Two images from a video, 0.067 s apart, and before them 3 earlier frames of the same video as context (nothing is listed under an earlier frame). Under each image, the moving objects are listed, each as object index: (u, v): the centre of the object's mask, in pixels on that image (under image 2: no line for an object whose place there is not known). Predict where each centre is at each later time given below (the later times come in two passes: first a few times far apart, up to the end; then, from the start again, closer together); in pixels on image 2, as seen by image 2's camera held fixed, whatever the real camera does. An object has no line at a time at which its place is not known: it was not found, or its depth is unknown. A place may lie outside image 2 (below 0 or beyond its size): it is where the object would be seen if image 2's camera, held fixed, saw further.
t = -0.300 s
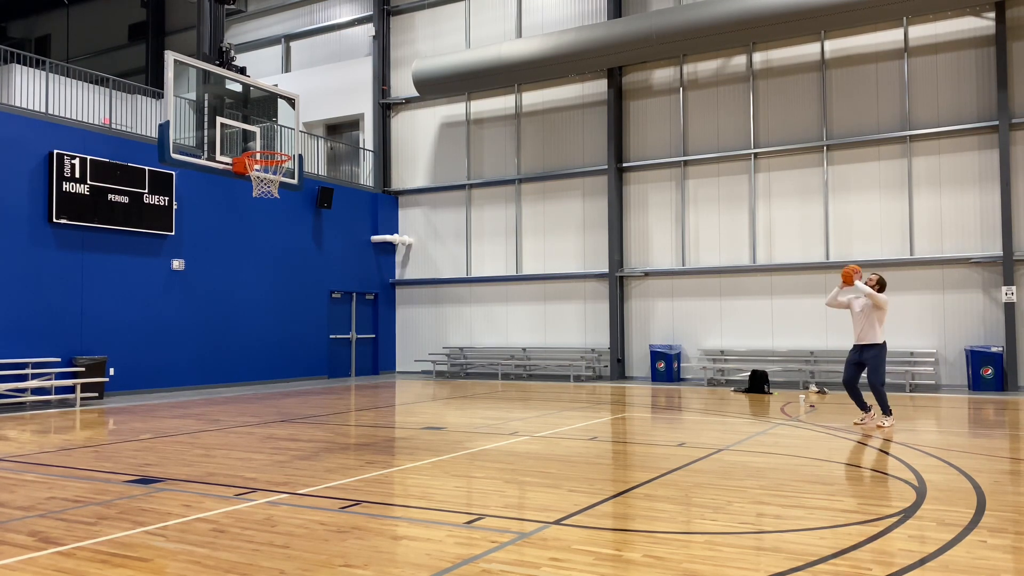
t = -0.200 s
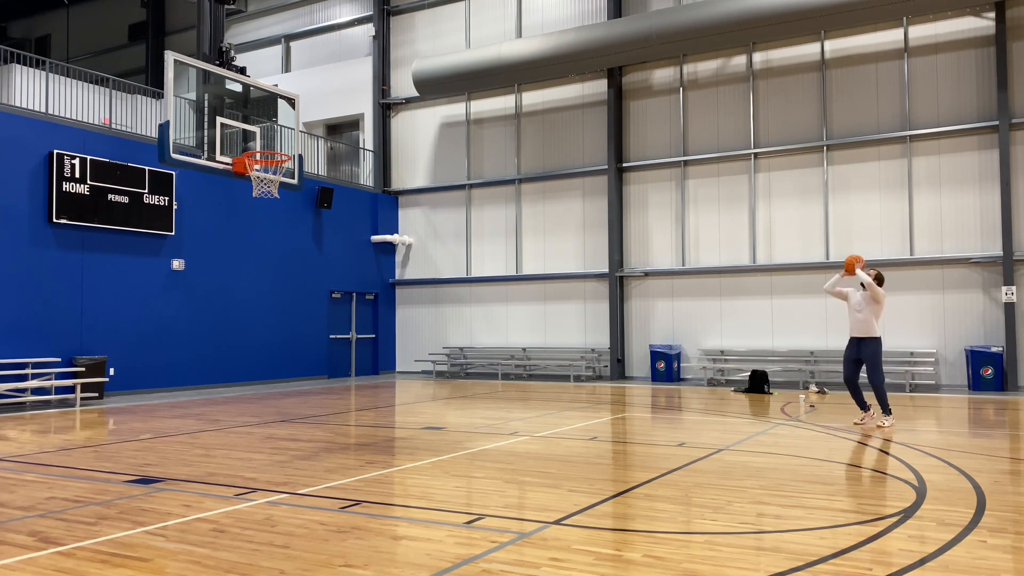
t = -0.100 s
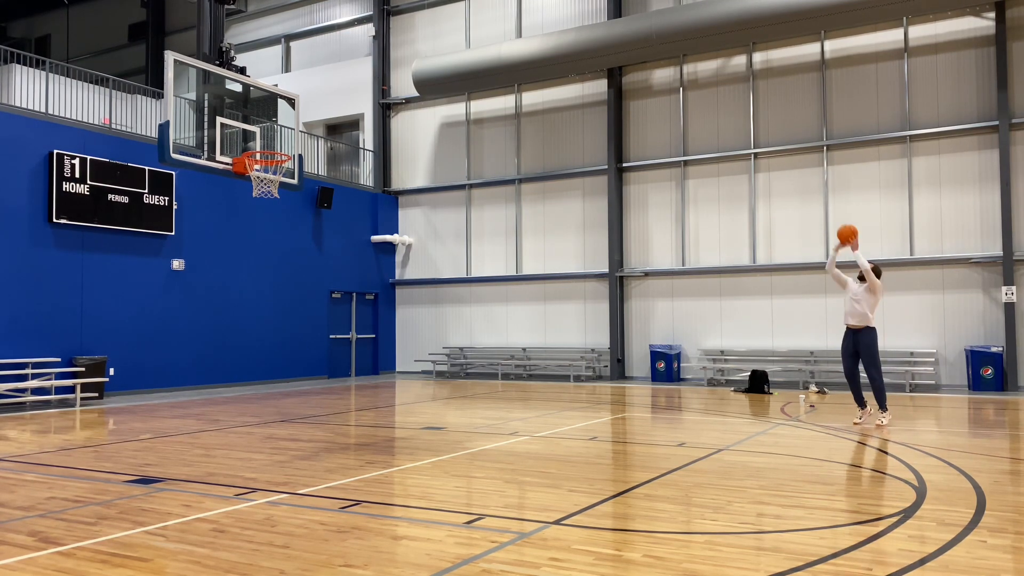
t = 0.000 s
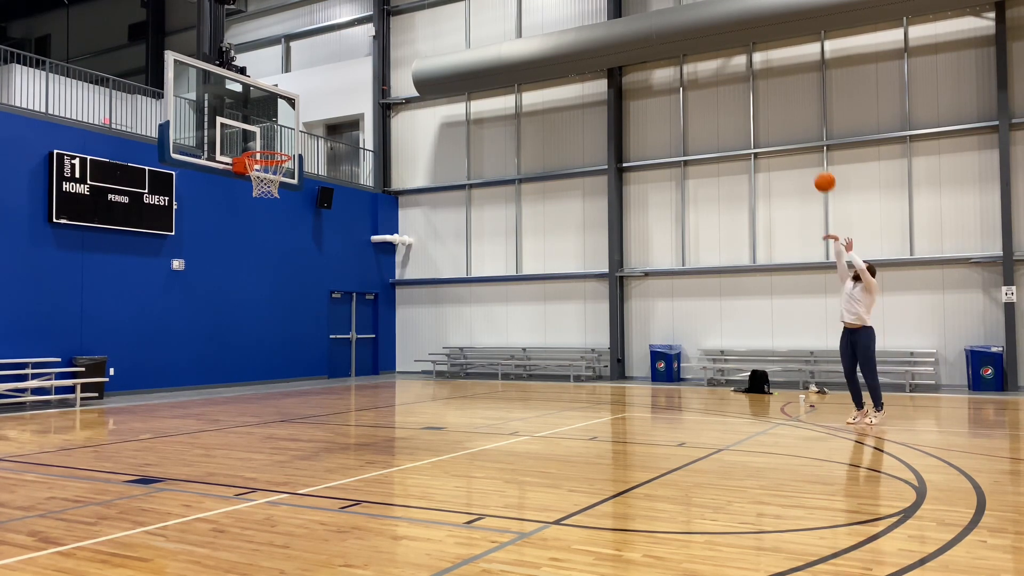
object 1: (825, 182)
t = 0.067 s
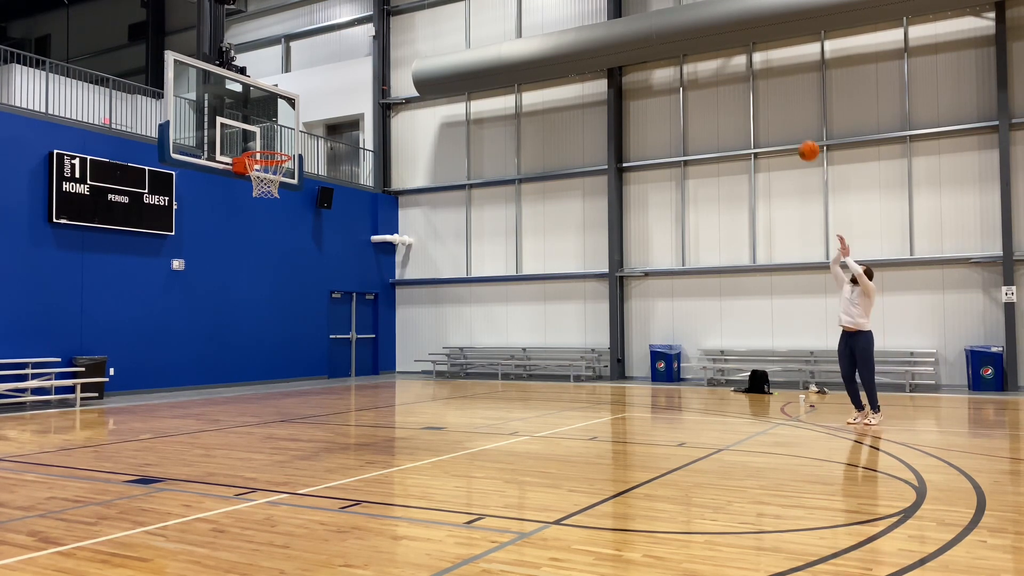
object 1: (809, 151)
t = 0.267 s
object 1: (761, 78)
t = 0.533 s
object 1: (697, 29)
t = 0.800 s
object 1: (632, 36)
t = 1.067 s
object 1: (565, 104)
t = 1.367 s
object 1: (488, 254)
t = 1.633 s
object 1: (422, 409)
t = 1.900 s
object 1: (407, 269)
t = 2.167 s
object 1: (392, 193)
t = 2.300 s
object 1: (384, 179)
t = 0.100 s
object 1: (801, 137)
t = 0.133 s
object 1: (793, 123)
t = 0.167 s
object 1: (784, 111)
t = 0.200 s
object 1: (776, 99)
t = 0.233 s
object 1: (768, 88)
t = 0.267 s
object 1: (761, 78)
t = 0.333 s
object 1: (745, 60)
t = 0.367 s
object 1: (736, 53)
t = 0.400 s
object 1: (728, 46)
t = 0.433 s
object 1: (720, 41)
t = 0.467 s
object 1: (713, 36)
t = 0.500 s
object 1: (705, 32)
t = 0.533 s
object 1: (697, 29)
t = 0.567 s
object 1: (688, 27)
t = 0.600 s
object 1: (680, 26)
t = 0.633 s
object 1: (672, 25)
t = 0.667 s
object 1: (664, 26)
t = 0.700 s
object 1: (656, 27)
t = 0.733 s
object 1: (648, 29)
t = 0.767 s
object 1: (640, 32)
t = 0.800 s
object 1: (632, 36)
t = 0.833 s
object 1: (624, 41)
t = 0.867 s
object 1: (615, 47)
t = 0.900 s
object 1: (607, 55)
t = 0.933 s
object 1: (598, 63)
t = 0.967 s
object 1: (590, 71)
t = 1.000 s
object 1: (582, 81)
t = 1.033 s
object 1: (573, 92)
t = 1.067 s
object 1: (565, 104)
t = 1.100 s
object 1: (557, 117)
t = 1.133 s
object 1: (548, 130)
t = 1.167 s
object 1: (539, 145)
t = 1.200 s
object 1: (531, 161)
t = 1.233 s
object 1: (522, 177)
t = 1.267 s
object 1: (514, 195)
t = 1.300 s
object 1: (505, 213)
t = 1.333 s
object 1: (496, 233)
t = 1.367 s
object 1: (488, 254)
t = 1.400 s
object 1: (479, 276)
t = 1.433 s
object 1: (470, 299)
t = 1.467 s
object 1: (461, 322)
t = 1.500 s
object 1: (452, 347)
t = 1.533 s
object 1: (443, 373)
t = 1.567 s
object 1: (434, 401)
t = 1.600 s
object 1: (424, 429)
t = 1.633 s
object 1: (422, 409)
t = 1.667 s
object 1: (420, 388)
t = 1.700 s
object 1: (419, 368)
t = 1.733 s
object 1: (417, 348)
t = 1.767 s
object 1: (415, 331)
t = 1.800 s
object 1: (413, 314)
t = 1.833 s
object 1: (412, 297)
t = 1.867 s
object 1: (410, 283)
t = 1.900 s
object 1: (407, 269)
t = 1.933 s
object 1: (406, 256)
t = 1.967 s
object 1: (404, 244)
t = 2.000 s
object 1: (401, 233)
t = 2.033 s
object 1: (399, 223)
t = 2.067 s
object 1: (397, 214)
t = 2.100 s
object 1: (396, 206)
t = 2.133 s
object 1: (394, 199)
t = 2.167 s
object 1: (392, 193)
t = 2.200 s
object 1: (390, 188)
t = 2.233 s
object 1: (388, 184)
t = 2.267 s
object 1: (386, 181)
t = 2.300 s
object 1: (384, 179)
